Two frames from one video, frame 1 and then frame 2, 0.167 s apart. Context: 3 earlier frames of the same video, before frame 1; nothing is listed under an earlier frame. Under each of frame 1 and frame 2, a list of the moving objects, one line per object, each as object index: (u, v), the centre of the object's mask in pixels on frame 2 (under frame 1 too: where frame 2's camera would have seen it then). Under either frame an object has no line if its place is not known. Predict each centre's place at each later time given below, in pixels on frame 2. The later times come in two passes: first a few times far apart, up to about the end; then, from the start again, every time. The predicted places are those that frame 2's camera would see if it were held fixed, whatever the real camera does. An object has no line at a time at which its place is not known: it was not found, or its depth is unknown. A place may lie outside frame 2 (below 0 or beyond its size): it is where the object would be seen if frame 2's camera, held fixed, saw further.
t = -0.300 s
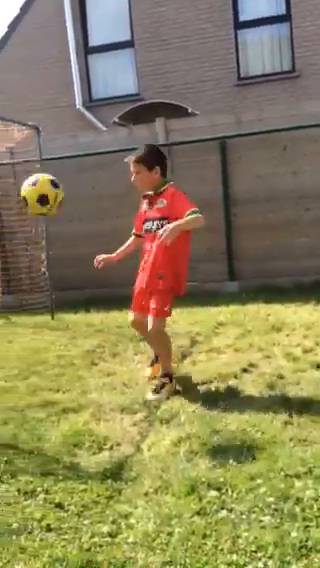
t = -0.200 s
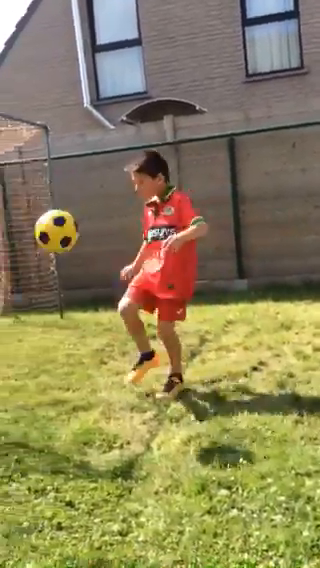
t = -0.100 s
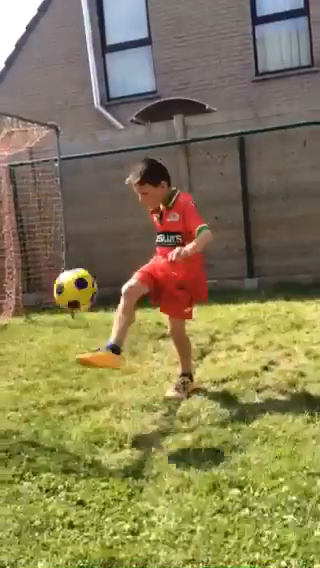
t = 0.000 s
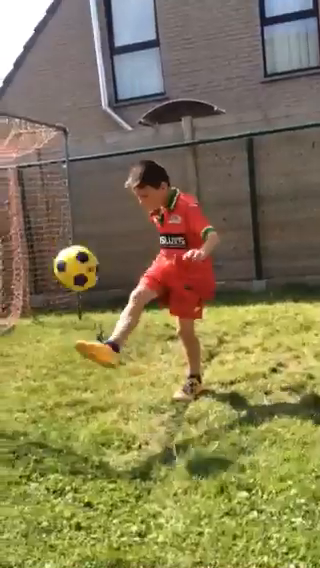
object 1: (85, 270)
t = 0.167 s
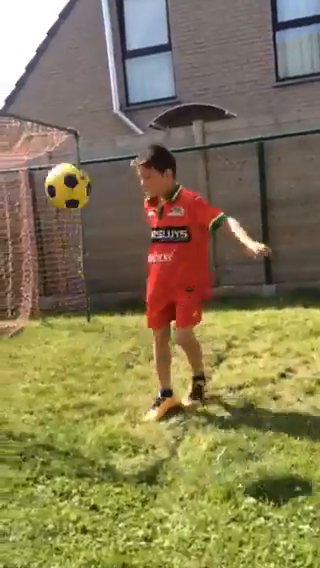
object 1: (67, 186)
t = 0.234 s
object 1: (62, 170)
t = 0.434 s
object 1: (55, 179)
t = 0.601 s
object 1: (58, 250)
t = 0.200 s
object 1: (65, 176)
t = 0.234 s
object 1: (62, 170)
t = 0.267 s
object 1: (61, 166)
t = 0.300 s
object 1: (59, 163)
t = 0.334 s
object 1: (59, 163)
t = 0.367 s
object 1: (56, 166)
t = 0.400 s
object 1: (55, 171)
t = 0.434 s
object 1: (55, 179)
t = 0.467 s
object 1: (55, 188)
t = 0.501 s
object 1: (56, 200)
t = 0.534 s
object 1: (56, 215)
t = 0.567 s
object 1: (57, 232)
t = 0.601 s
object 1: (58, 250)
